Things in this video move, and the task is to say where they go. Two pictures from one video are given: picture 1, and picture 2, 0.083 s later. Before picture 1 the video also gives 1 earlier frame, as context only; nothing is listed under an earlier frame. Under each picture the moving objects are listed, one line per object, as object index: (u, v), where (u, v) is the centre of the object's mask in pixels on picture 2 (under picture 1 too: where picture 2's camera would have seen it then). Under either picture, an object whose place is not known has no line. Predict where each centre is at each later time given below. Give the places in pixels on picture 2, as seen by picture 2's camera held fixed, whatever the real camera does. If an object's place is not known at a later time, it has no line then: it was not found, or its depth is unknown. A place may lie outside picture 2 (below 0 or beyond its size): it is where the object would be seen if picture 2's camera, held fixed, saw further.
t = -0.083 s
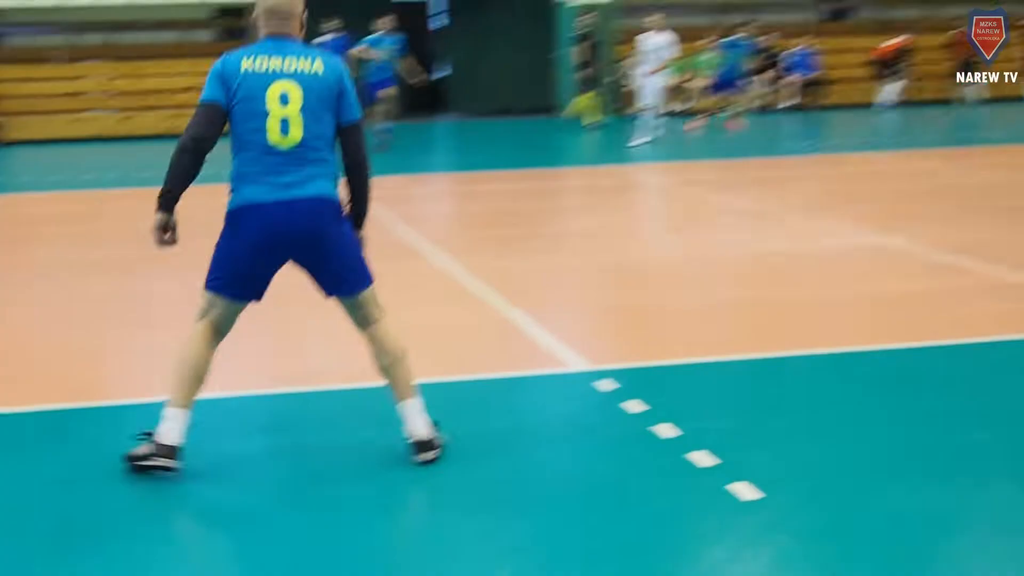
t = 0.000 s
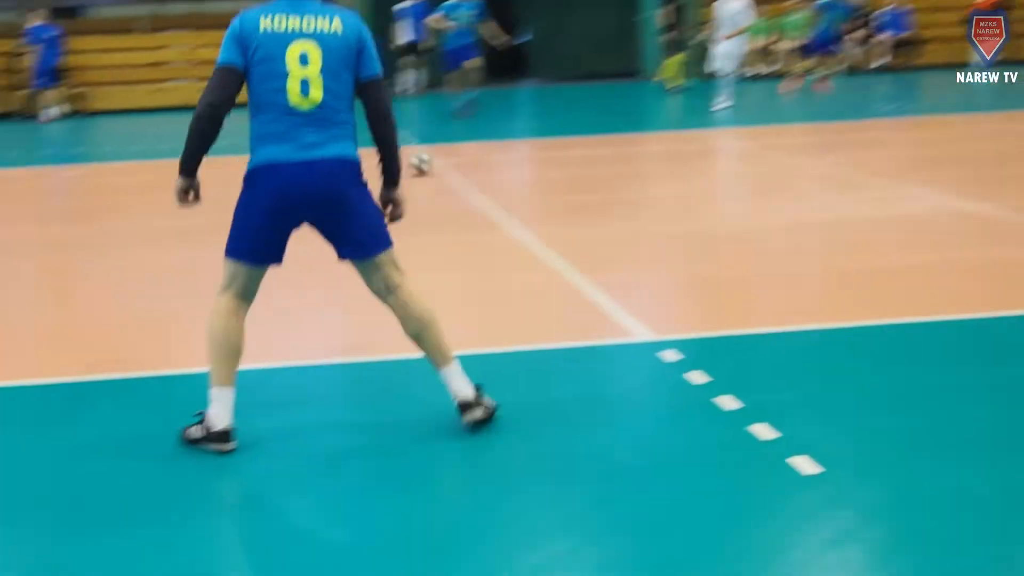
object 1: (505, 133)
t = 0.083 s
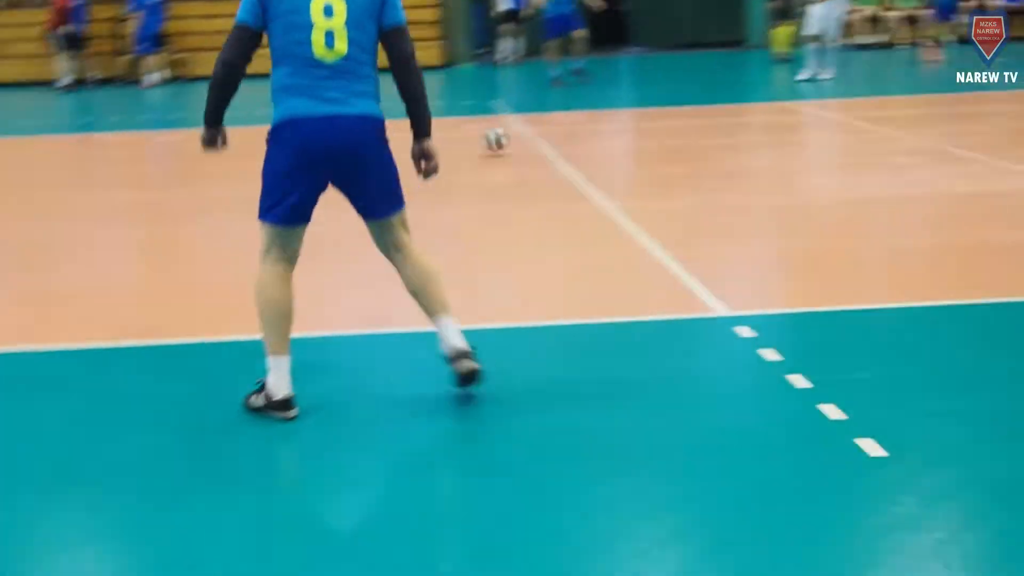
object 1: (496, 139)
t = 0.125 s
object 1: (489, 142)
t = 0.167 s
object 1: (484, 148)
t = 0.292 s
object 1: (452, 166)
